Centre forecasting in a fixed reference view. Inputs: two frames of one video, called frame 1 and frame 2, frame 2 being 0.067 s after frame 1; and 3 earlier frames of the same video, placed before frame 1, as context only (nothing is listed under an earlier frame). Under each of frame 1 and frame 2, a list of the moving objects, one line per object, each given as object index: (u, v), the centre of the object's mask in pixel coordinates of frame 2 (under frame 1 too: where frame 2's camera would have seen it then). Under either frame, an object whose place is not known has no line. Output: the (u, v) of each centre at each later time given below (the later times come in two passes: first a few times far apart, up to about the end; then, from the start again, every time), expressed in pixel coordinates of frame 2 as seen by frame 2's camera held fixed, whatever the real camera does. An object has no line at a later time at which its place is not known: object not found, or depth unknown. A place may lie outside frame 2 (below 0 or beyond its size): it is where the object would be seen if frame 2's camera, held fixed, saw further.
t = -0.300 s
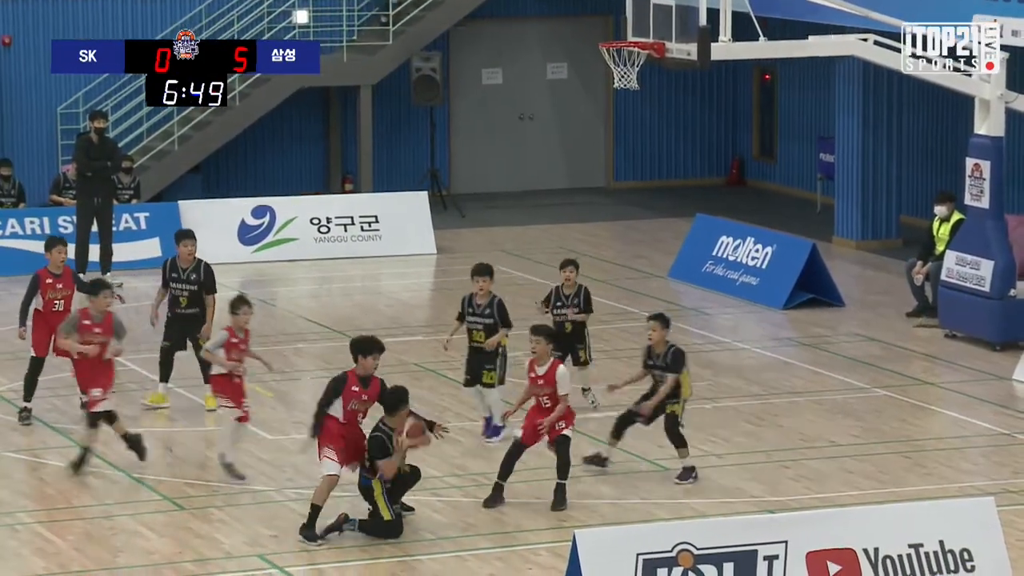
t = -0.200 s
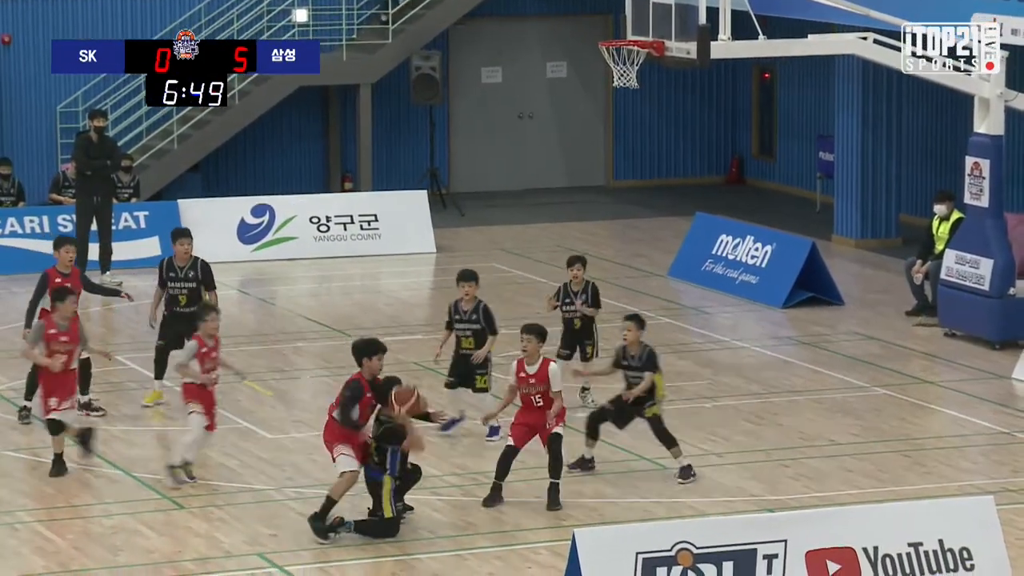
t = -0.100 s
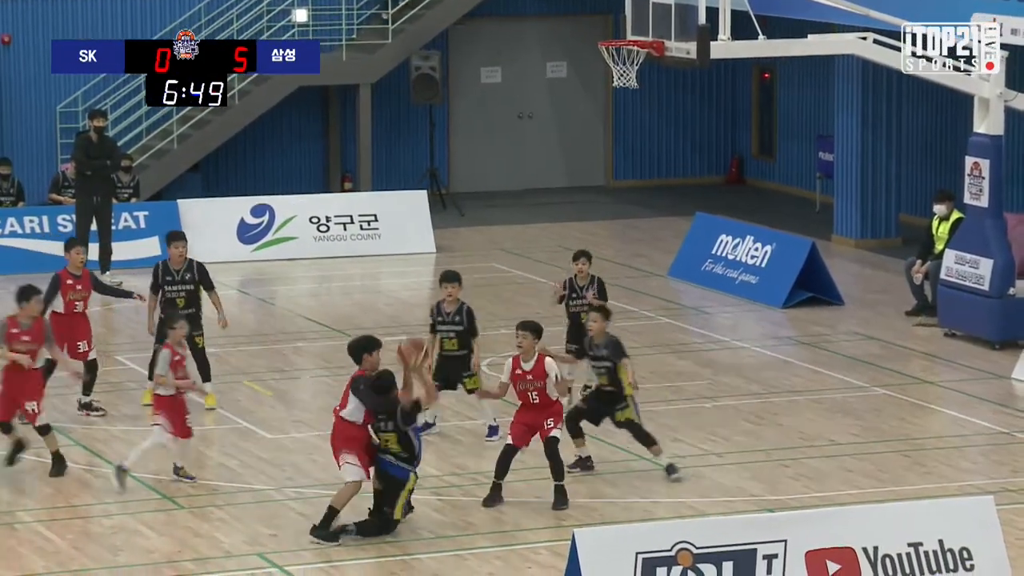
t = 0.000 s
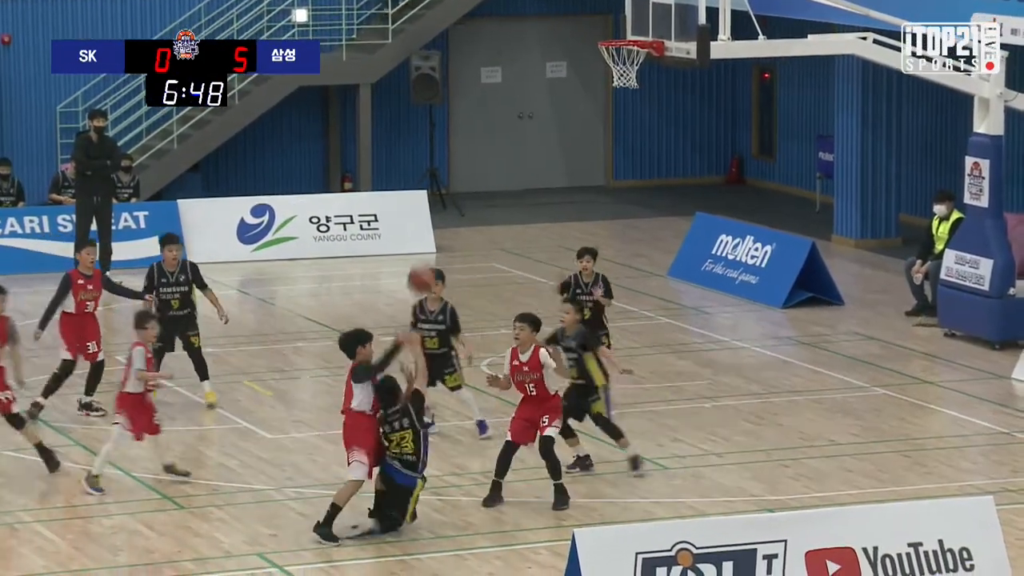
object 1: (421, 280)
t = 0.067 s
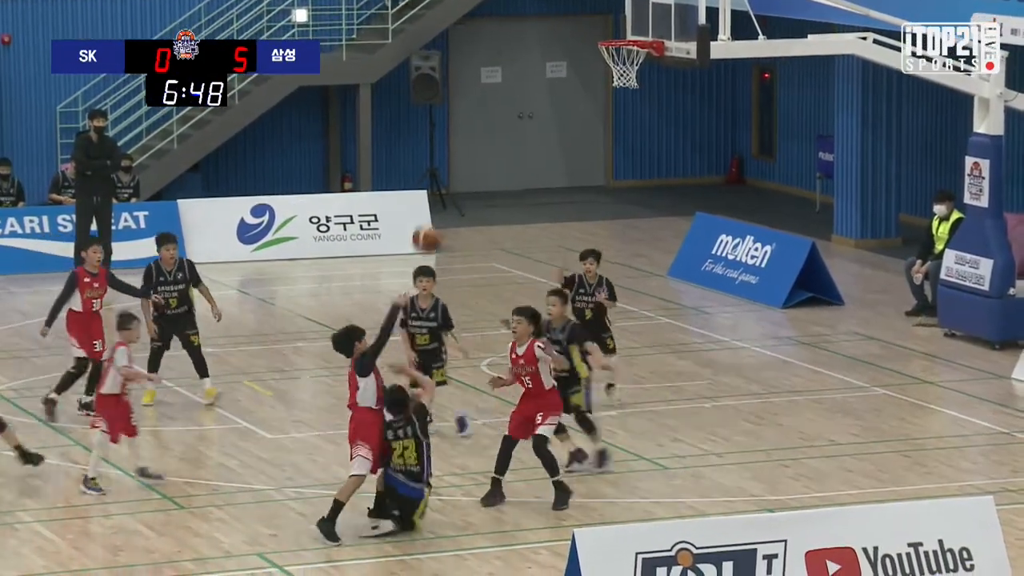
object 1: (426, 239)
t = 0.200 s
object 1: (438, 177)
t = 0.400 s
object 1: (452, 129)
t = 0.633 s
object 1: (467, 137)
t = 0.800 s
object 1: (480, 183)
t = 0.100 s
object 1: (430, 220)
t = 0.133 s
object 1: (433, 205)
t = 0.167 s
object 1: (435, 189)
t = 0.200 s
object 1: (438, 177)
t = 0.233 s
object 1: (440, 165)
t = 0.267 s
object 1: (442, 156)
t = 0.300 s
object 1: (445, 147)
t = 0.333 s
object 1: (447, 140)
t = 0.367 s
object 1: (449, 134)
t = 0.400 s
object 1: (452, 129)
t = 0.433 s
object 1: (454, 127)
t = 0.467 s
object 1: (456, 125)
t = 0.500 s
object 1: (458, 126)
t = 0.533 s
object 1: (461, 126)
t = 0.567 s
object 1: (463, 129)
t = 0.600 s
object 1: (465, 132)
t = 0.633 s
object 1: (467, 137)
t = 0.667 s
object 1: (469, 144)
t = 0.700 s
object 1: (471, 151)
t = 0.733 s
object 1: (474, 159)
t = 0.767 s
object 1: (477, 170)
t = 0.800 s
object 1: (480, 183)
